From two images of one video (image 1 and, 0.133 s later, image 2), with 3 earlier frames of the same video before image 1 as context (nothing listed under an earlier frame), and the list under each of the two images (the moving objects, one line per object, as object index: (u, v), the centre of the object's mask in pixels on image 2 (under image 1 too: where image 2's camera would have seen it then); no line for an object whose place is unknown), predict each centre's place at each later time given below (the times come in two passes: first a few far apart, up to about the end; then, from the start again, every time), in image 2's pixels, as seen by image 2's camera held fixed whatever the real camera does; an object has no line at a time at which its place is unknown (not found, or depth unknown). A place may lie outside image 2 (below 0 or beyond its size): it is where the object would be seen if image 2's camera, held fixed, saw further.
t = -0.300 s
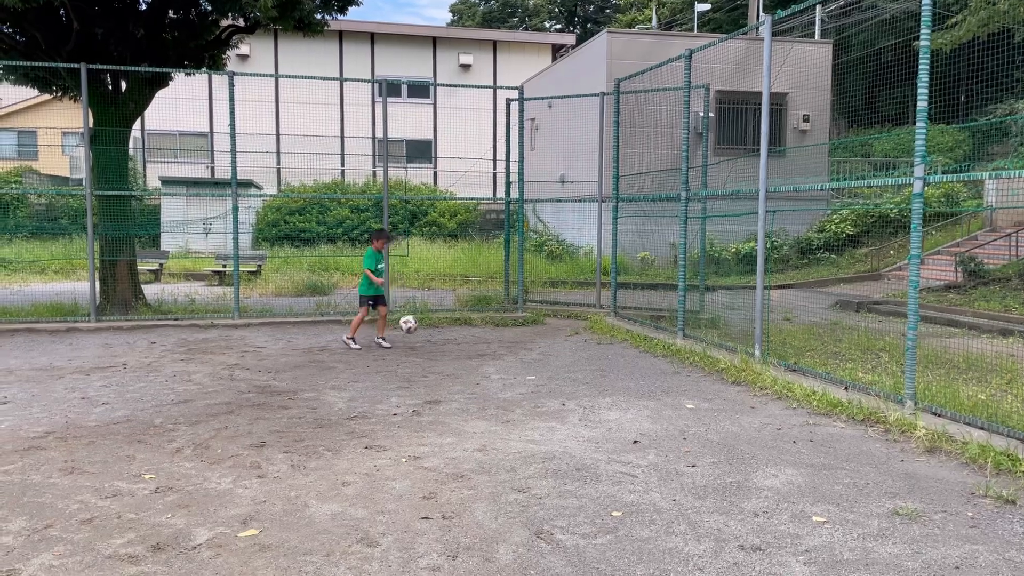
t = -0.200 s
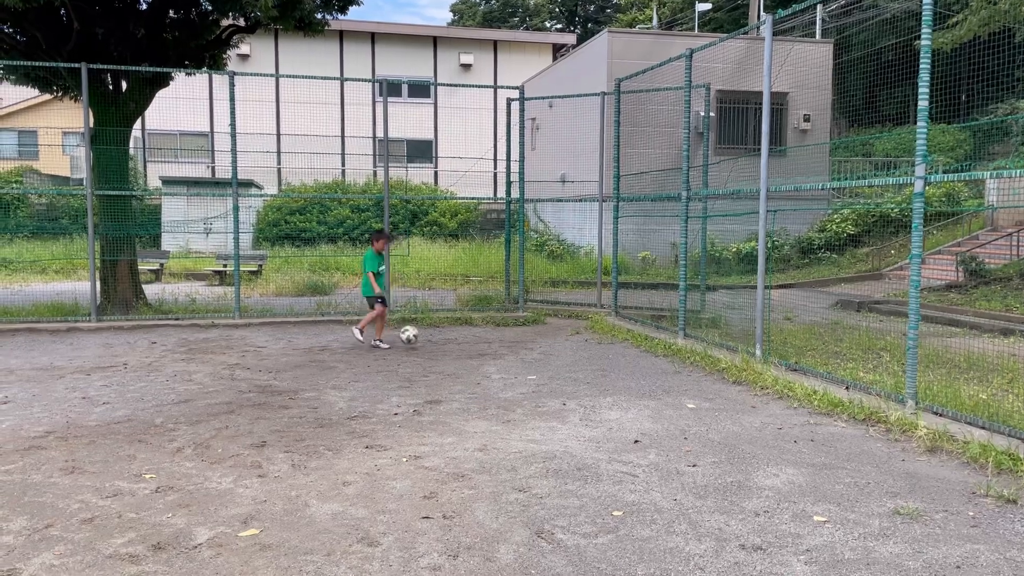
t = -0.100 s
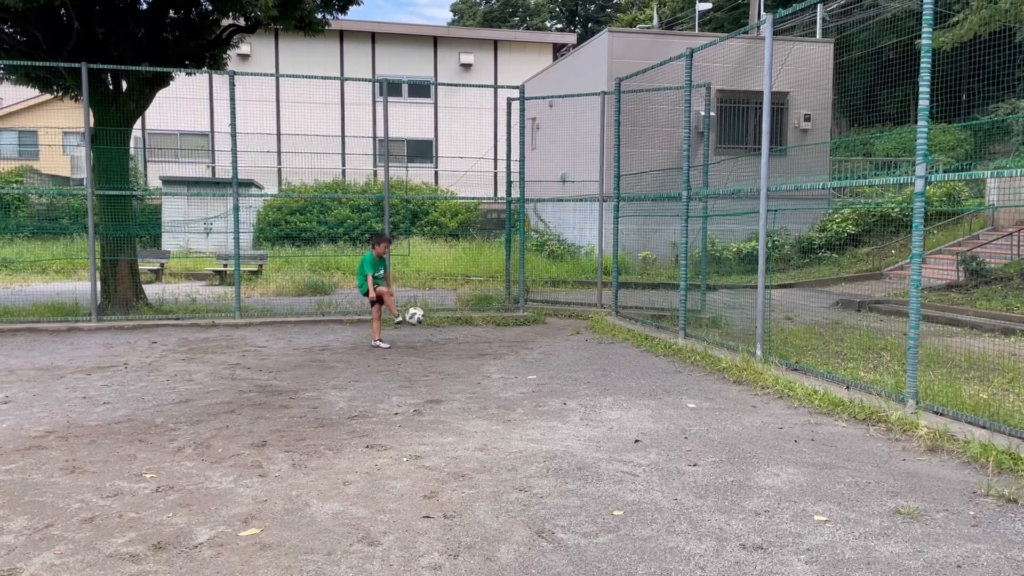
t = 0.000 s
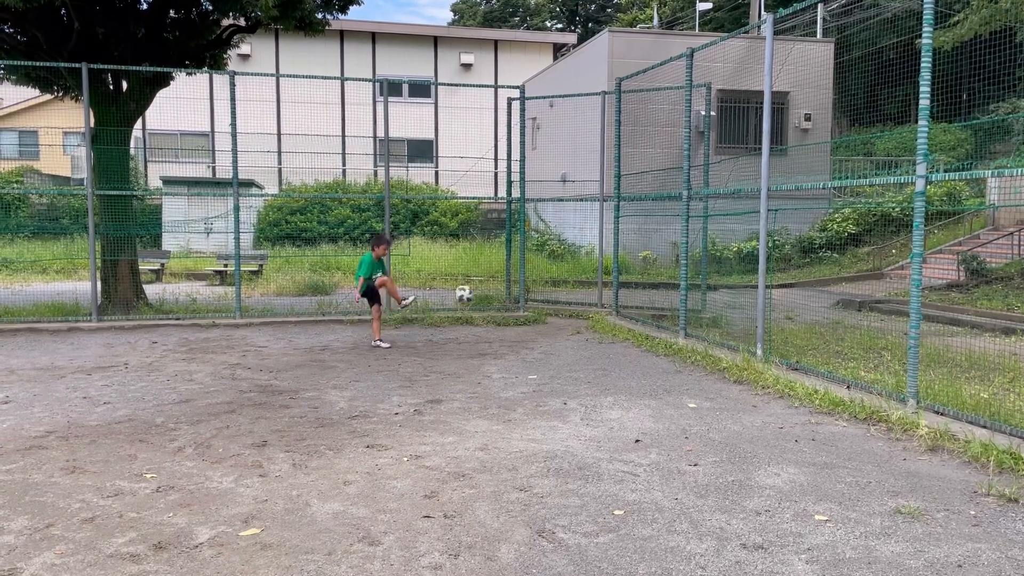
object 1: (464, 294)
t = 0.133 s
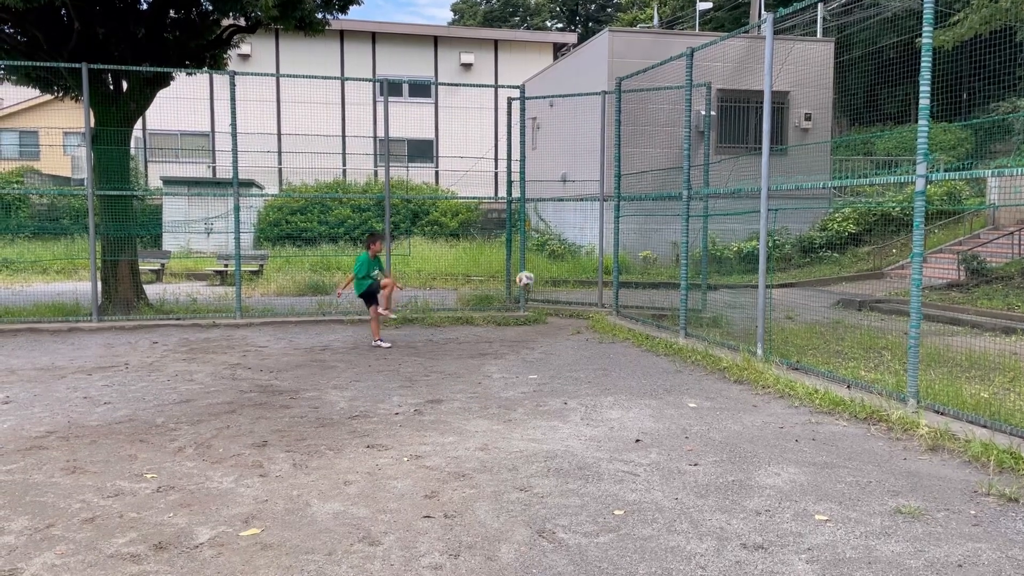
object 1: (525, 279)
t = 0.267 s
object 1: (584, 281)
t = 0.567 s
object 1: (644, 319)
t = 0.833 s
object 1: (600, 333)
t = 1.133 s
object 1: (547, 338)
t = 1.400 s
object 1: (498, 344)
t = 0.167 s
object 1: (540, 278)
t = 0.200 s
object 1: (555, 278)
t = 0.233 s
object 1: (570, 280)
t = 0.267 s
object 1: (584, 281)
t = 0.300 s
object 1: (598, 284)
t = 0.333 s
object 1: (612, 289)
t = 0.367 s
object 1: (626, 293)
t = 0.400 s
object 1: (640, 299)
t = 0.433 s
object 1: (653, 305)
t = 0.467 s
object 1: (658, 310)
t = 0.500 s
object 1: (654, 311)
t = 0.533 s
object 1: (649, 315)
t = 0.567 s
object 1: (644, 319)
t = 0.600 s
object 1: (639, 323)
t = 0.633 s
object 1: (634, 322)
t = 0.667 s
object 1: (629, 322)
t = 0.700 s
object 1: (623, 325)
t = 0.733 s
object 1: (617, 327)
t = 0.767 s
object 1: (612, 331)
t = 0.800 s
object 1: (605, 335)
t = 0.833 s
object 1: (600, 333)
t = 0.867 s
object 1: (594, 332)
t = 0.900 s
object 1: (588, 331)
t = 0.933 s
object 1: (583, 332)
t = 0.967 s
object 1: (577, 334)
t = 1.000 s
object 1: (571, 336)
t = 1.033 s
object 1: (565, 338)
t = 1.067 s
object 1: (559, 337)
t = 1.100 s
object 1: (553, 337)
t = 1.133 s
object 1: (547, 338)
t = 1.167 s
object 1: (541, 340)
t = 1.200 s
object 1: (534, 340)
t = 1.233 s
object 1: (530, 340)
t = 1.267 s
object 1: (523, 341)
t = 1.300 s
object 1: (517, 342)
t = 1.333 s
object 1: (510, 343)
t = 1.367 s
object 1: (504, 343)
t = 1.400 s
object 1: (498, 344)
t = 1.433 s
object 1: (492, 344)
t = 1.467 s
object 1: (486, 345)
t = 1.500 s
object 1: (479, 345)
